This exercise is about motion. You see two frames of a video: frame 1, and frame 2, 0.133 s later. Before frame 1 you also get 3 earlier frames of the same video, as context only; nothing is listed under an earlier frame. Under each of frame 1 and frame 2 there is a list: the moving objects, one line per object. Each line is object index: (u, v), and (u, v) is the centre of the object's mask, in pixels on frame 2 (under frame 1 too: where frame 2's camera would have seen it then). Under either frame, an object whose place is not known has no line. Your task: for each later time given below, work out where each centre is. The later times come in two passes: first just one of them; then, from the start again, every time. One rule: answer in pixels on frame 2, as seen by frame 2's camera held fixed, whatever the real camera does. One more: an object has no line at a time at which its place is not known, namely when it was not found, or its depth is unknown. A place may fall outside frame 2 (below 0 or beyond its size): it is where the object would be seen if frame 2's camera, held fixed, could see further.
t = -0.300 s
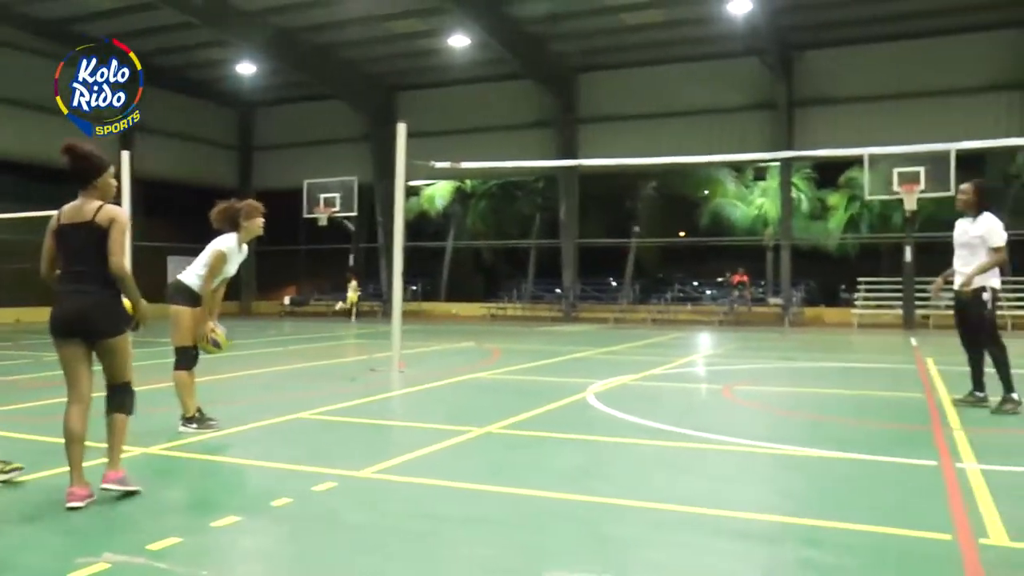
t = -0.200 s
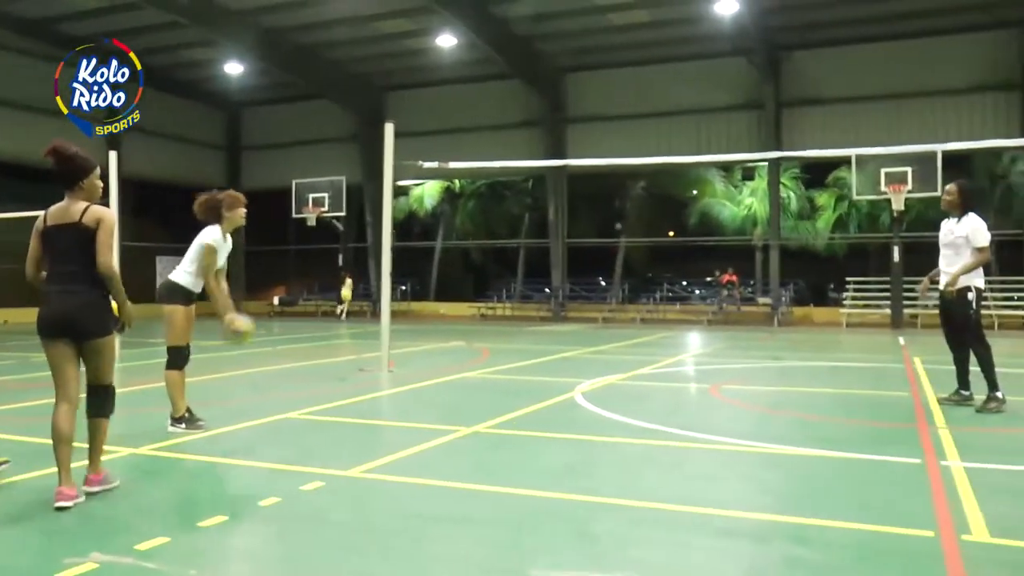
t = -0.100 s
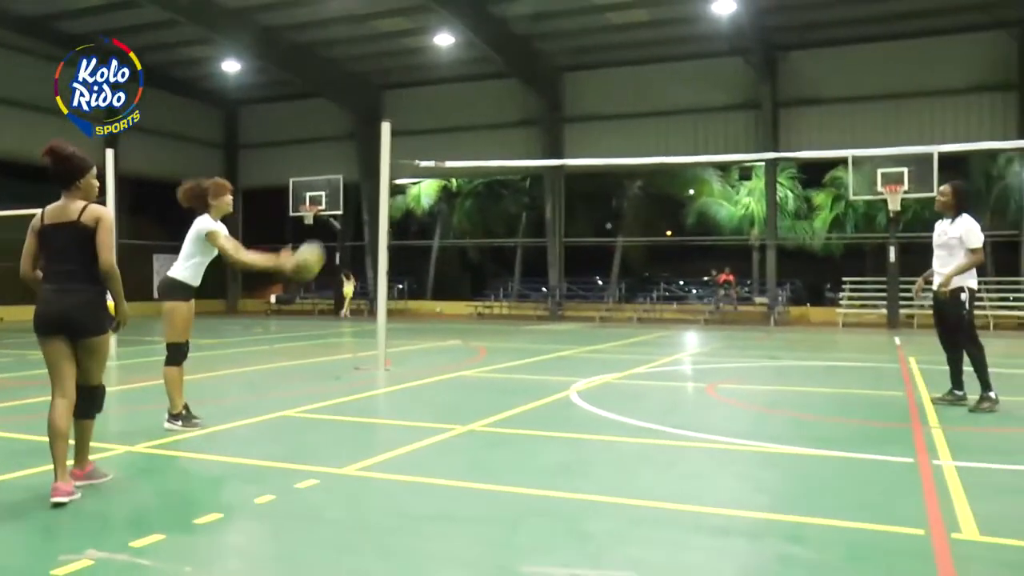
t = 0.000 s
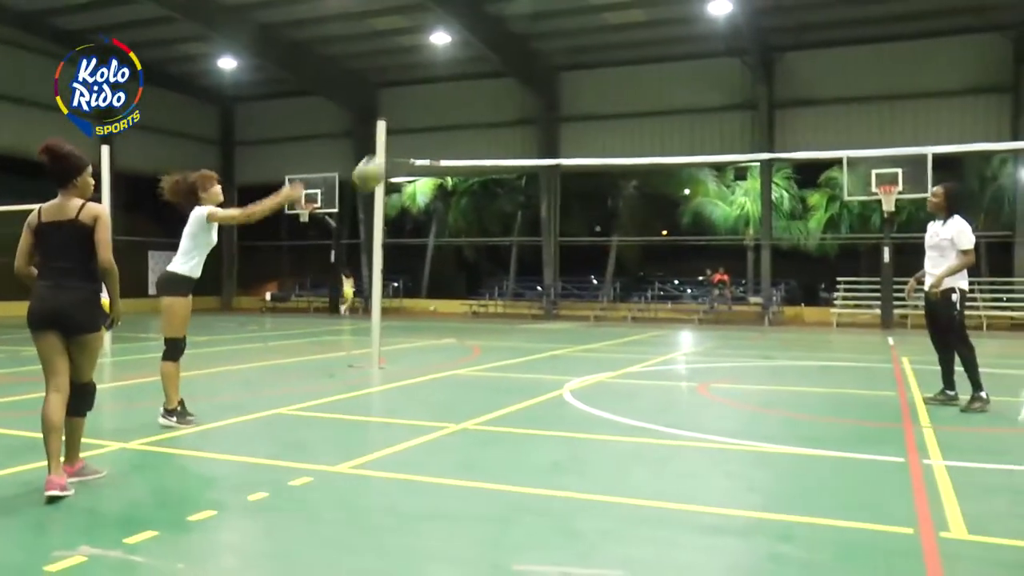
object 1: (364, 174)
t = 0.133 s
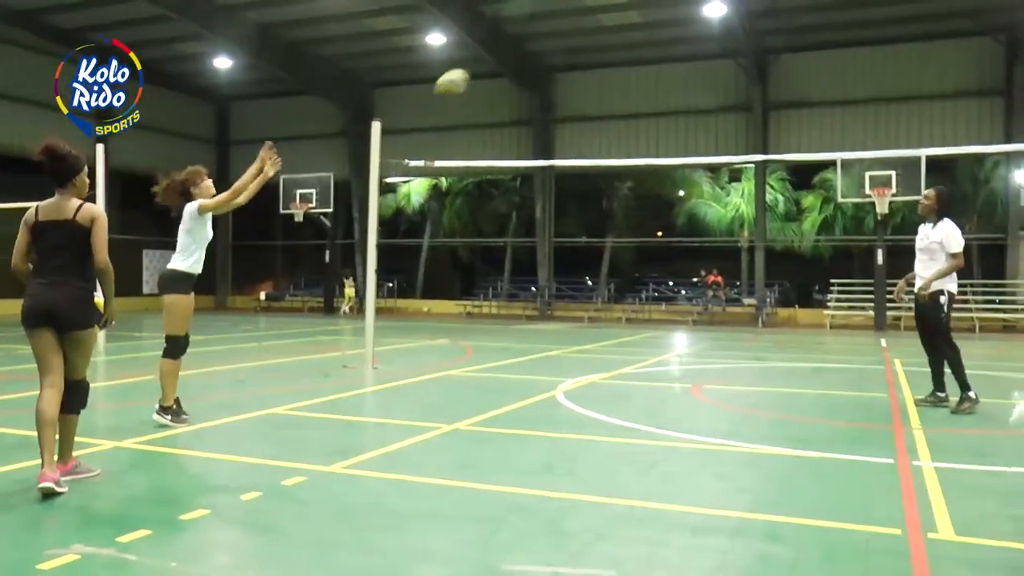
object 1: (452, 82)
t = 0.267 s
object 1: (538, 24)
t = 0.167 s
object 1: (475, 65)
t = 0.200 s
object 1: (496, 50)
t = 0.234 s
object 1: (516, 38)
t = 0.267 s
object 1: (538, 24)
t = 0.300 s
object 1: (557, 13)
